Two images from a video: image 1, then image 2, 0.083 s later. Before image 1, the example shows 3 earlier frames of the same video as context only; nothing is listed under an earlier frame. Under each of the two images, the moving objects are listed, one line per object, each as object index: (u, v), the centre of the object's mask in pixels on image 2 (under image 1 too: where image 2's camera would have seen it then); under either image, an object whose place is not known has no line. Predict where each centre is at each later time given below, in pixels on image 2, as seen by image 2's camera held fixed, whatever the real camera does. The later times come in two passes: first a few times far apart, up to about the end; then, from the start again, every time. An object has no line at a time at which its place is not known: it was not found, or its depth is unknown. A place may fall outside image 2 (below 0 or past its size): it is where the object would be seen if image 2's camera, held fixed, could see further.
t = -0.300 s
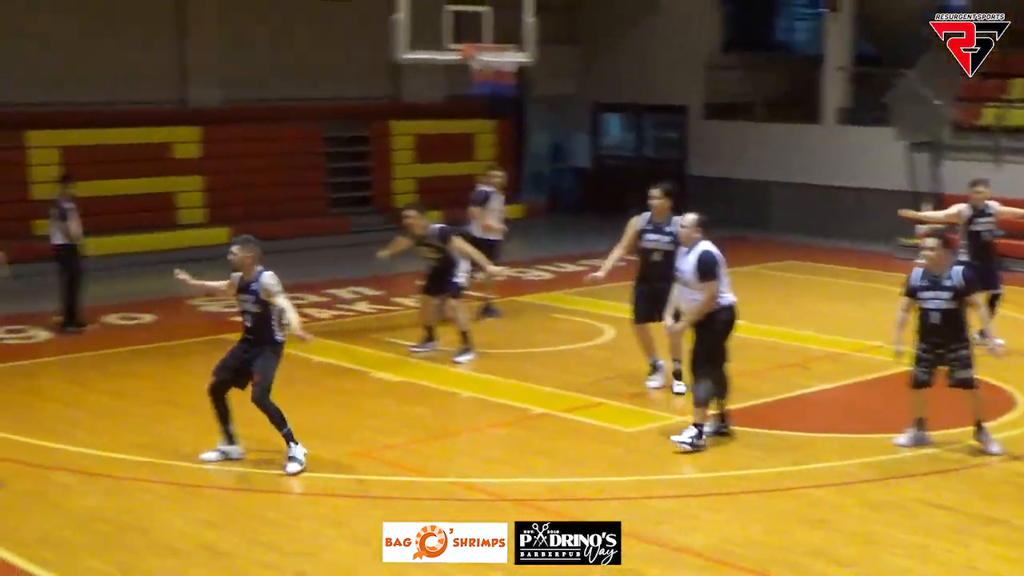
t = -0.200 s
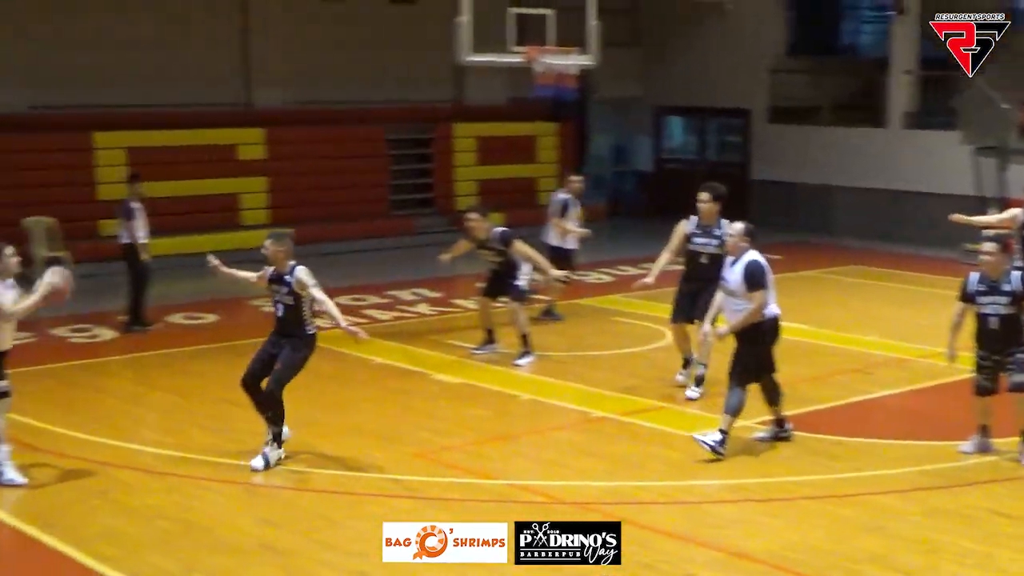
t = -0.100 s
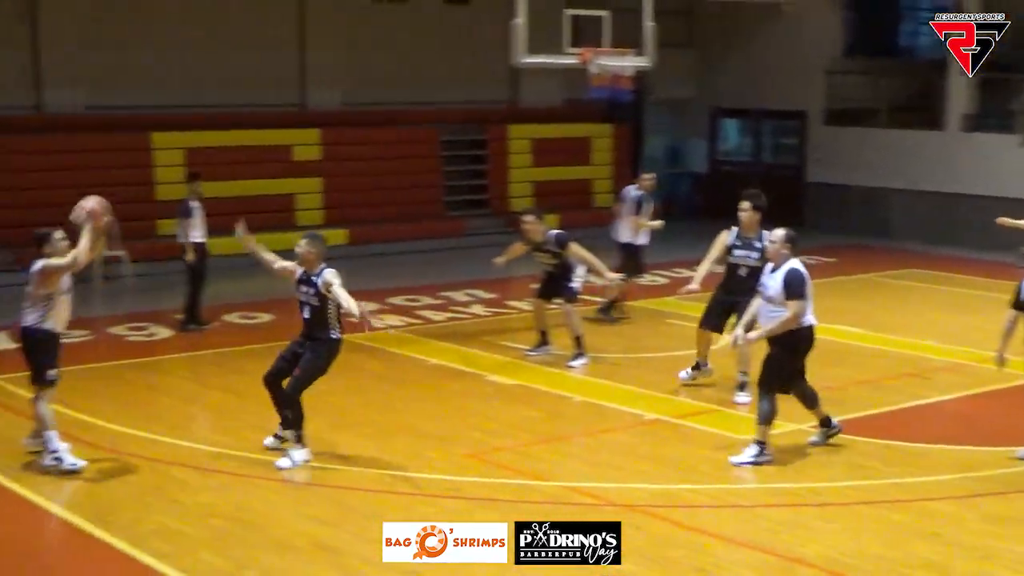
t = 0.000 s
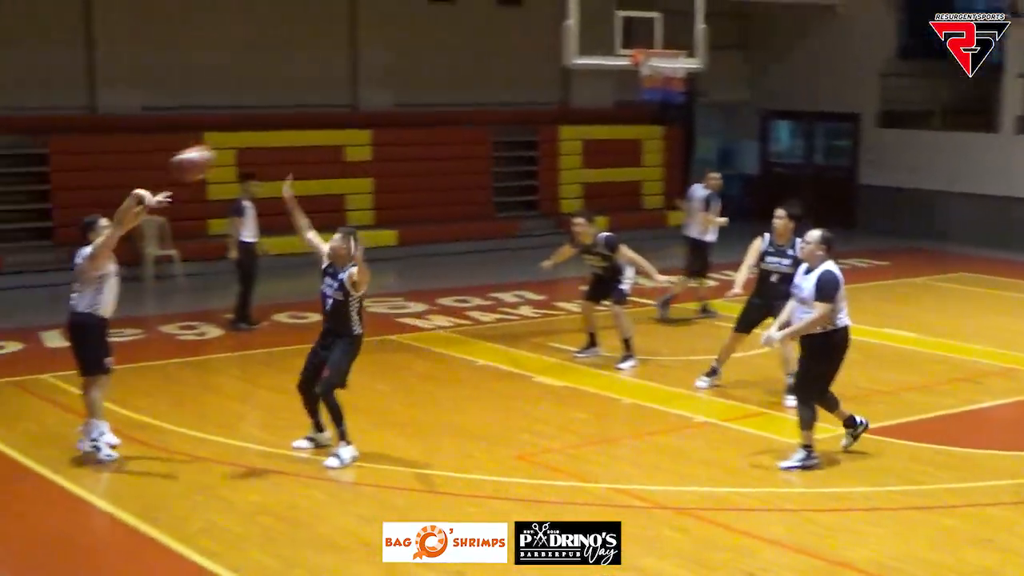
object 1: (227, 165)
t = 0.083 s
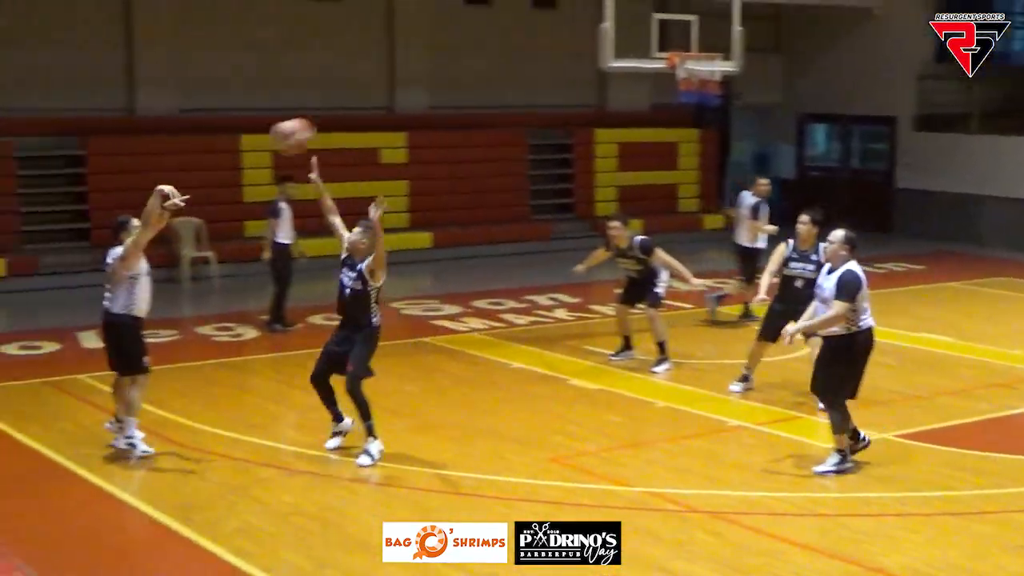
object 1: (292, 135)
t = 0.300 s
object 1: (458, 106)
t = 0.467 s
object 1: (582, 125)
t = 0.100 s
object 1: (307, 126)
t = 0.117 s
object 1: (319, 122)
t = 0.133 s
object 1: (333, 120)
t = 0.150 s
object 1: (347, 117)
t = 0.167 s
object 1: (360, 115)
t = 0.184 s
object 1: (373, 113)
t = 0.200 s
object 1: (384, 111)
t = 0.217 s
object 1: (396, 109)
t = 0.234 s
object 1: (409, 108)
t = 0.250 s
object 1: (420, 107)
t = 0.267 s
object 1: (434, 106)
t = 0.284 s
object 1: (447, 106)
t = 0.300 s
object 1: (458, 106)
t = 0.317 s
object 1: (471, 106)
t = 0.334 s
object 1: (484, 107)
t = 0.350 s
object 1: (497, 108)
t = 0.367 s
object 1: (508, 109)
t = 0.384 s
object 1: (521, 111)
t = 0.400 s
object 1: (534, 114)
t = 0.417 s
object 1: (546, 116)
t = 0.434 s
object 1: (558, 119)
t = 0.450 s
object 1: (570, 122)
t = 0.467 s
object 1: (582, 125)
